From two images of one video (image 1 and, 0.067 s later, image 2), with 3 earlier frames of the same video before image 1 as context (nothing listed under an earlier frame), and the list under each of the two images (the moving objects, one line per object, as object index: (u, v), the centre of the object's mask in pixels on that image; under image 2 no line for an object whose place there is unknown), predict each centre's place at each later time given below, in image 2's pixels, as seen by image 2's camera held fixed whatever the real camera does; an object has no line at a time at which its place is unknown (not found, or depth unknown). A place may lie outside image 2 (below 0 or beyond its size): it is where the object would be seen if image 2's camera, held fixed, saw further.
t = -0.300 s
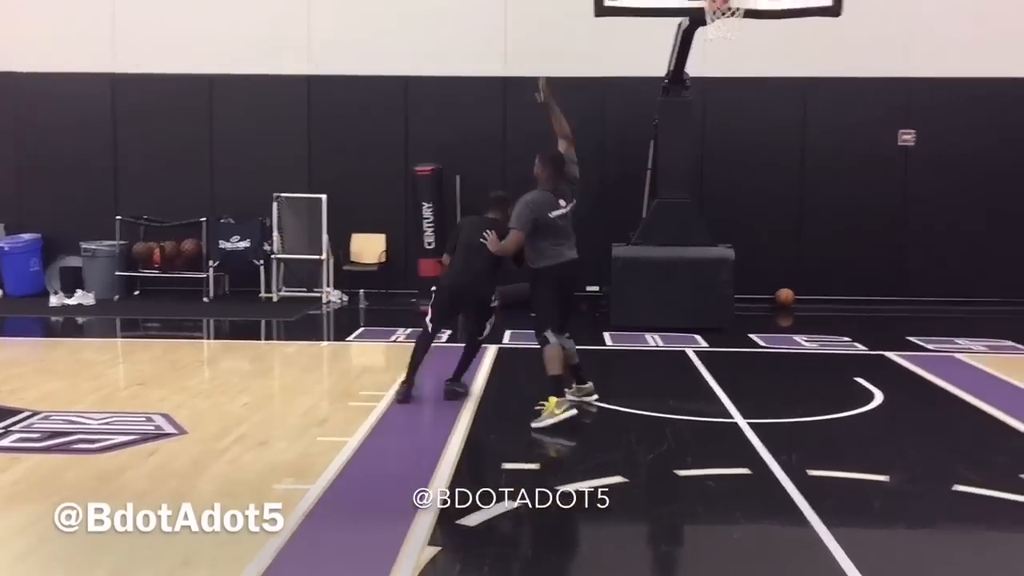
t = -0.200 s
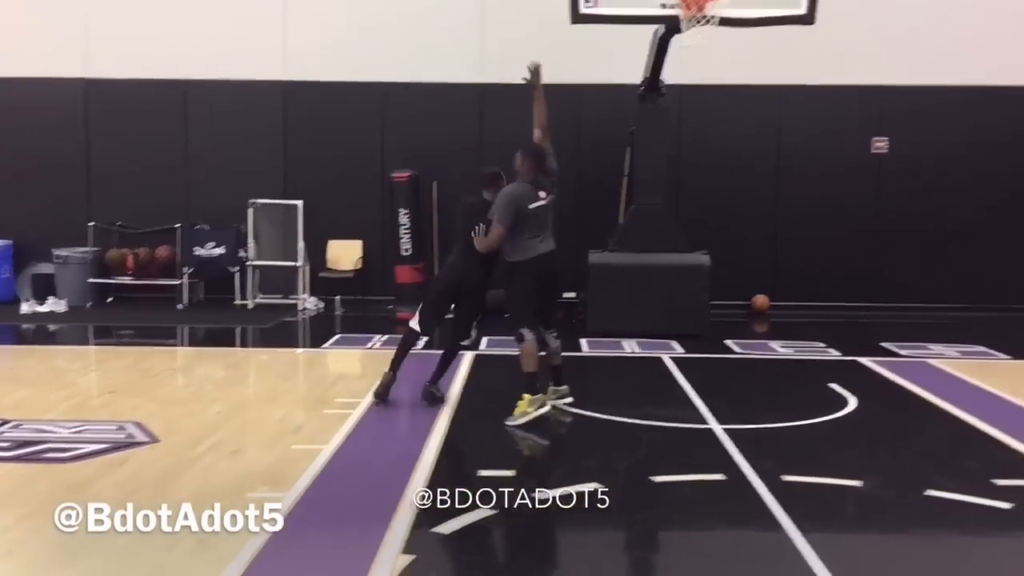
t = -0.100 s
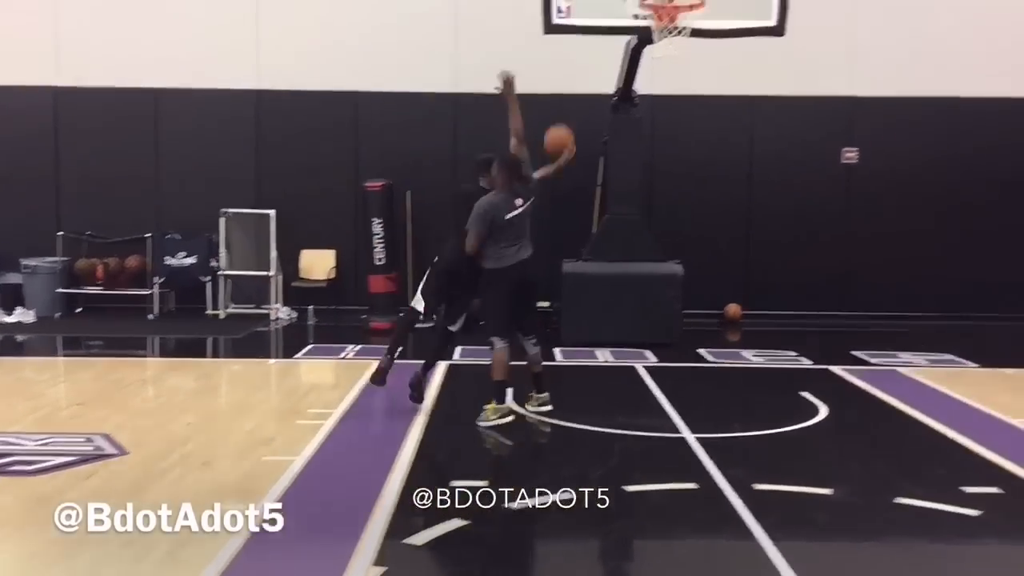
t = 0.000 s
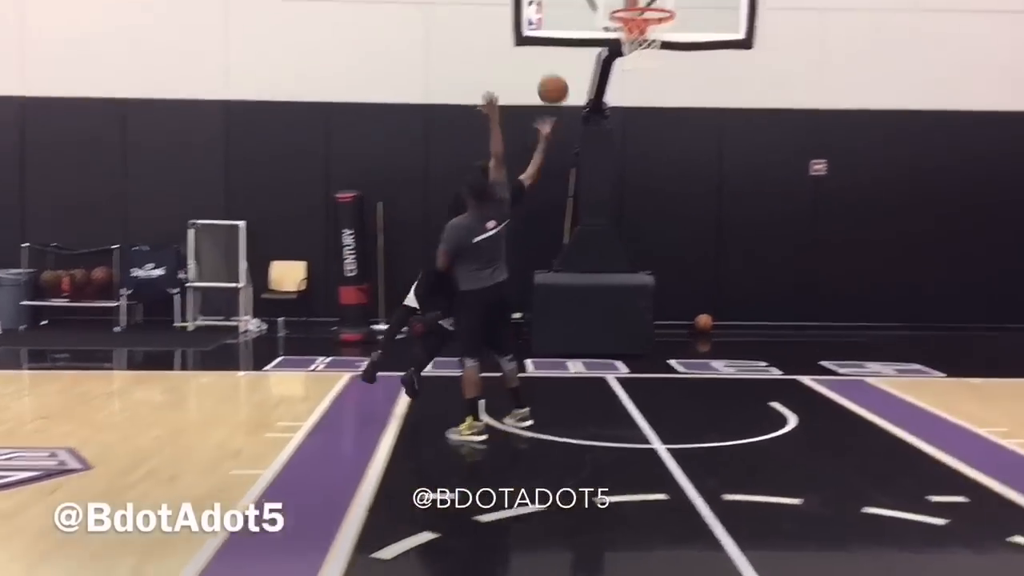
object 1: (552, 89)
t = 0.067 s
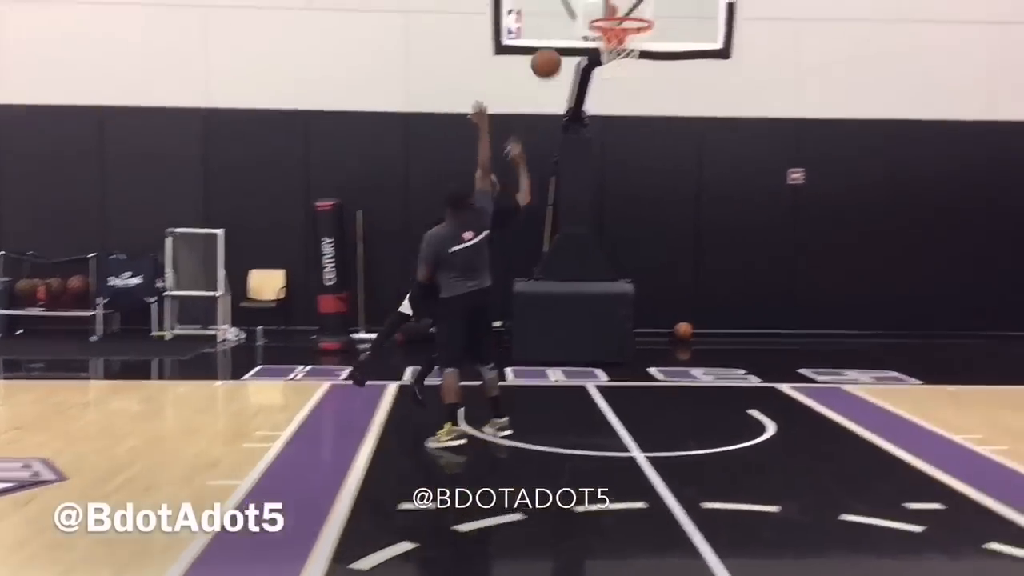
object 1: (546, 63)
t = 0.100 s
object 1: (553, 47)
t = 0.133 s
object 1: (559, 33)
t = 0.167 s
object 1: (566, 20)
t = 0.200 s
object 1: (573, 9)
